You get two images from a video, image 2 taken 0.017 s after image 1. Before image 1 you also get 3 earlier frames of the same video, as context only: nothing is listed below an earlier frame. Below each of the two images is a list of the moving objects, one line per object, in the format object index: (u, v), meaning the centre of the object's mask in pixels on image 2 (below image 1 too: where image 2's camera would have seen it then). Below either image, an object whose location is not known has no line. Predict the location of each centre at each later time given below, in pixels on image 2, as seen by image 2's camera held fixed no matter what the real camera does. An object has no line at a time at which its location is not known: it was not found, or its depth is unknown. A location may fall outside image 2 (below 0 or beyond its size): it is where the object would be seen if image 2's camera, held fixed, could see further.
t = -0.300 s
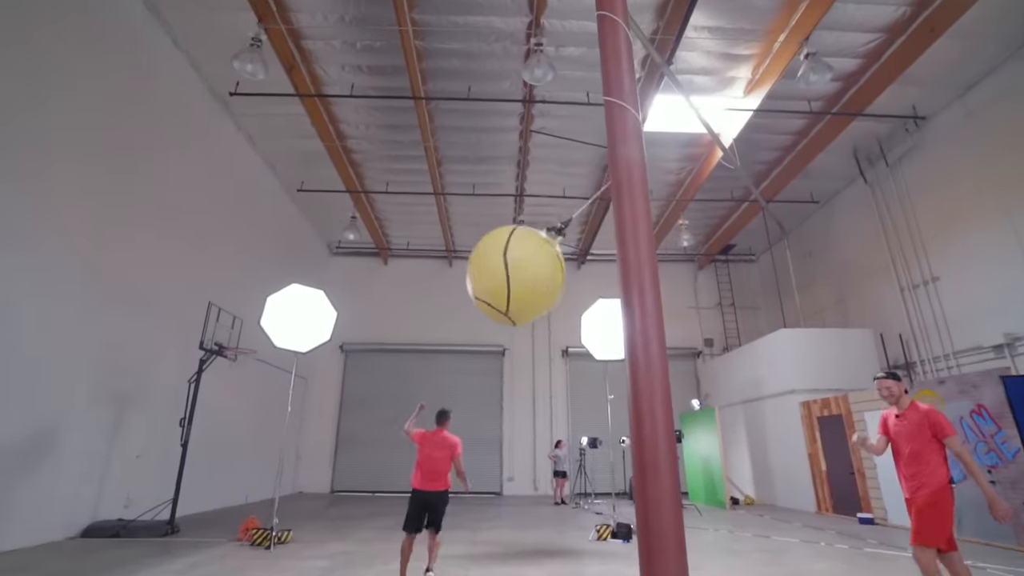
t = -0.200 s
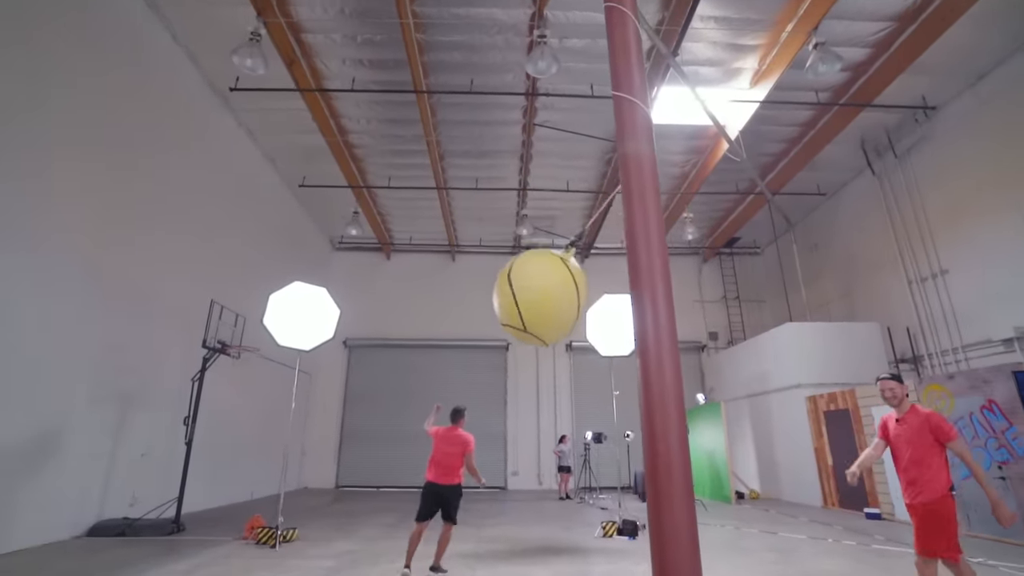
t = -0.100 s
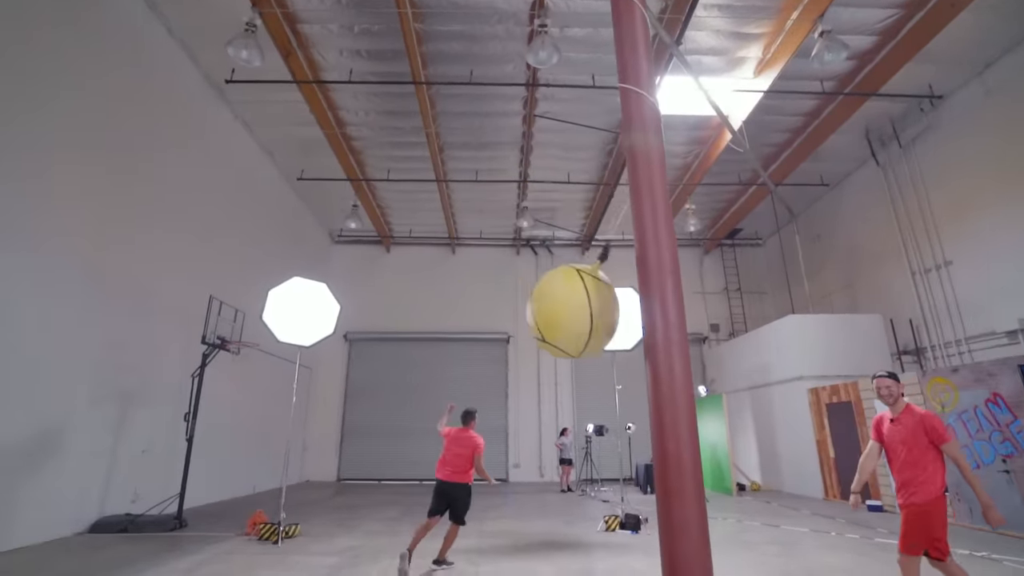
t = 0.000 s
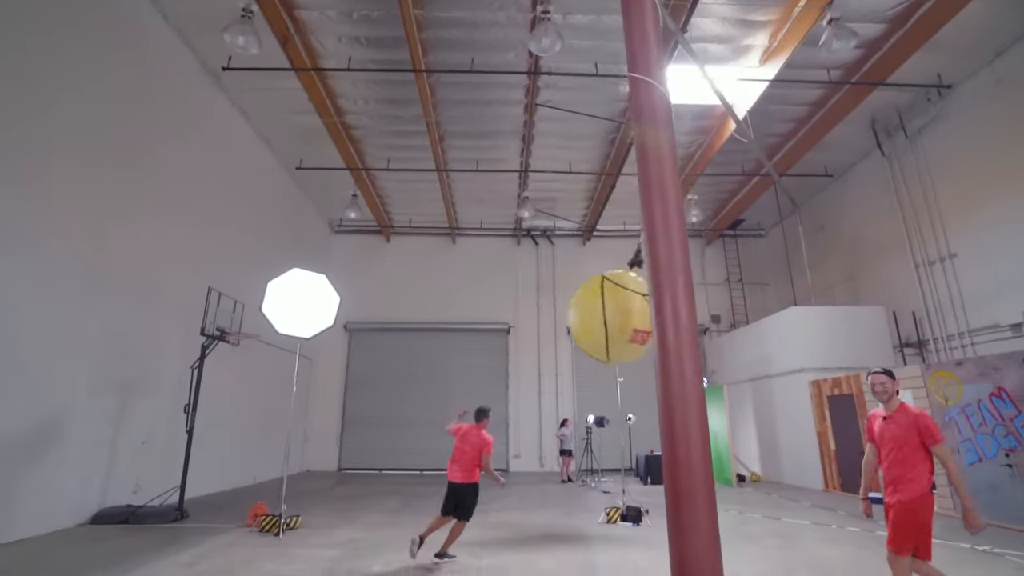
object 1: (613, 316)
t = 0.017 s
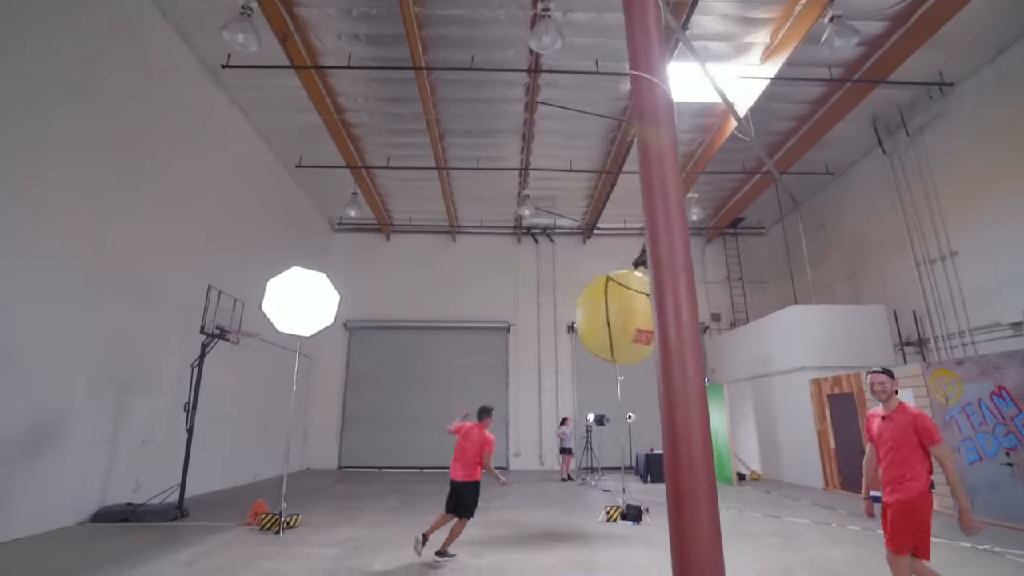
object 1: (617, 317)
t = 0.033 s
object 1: (621, 319)
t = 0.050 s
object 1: (625, 318)
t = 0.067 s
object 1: (631, 321)
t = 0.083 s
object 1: (635, 320)
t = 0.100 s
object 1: (639, 321)
